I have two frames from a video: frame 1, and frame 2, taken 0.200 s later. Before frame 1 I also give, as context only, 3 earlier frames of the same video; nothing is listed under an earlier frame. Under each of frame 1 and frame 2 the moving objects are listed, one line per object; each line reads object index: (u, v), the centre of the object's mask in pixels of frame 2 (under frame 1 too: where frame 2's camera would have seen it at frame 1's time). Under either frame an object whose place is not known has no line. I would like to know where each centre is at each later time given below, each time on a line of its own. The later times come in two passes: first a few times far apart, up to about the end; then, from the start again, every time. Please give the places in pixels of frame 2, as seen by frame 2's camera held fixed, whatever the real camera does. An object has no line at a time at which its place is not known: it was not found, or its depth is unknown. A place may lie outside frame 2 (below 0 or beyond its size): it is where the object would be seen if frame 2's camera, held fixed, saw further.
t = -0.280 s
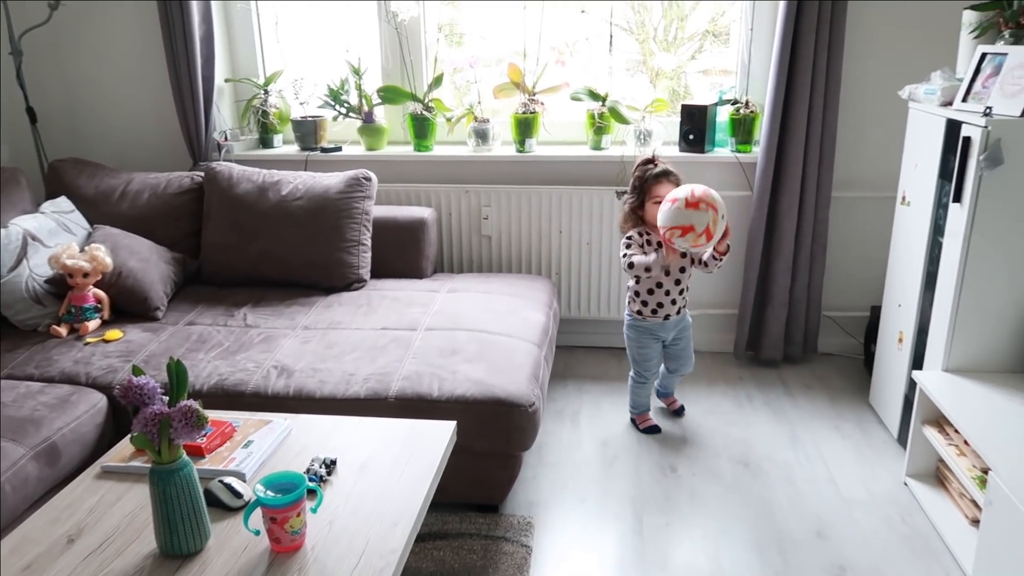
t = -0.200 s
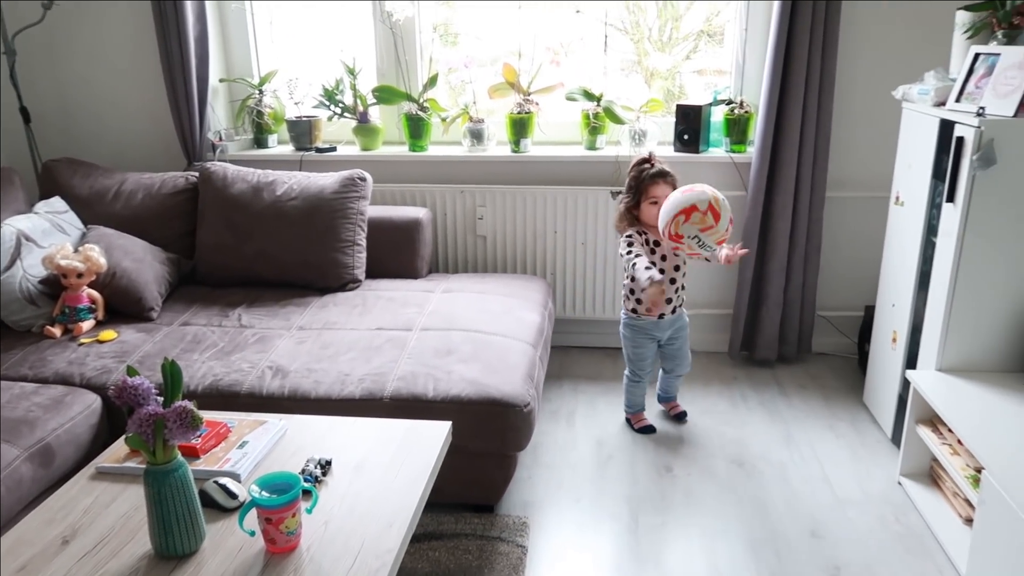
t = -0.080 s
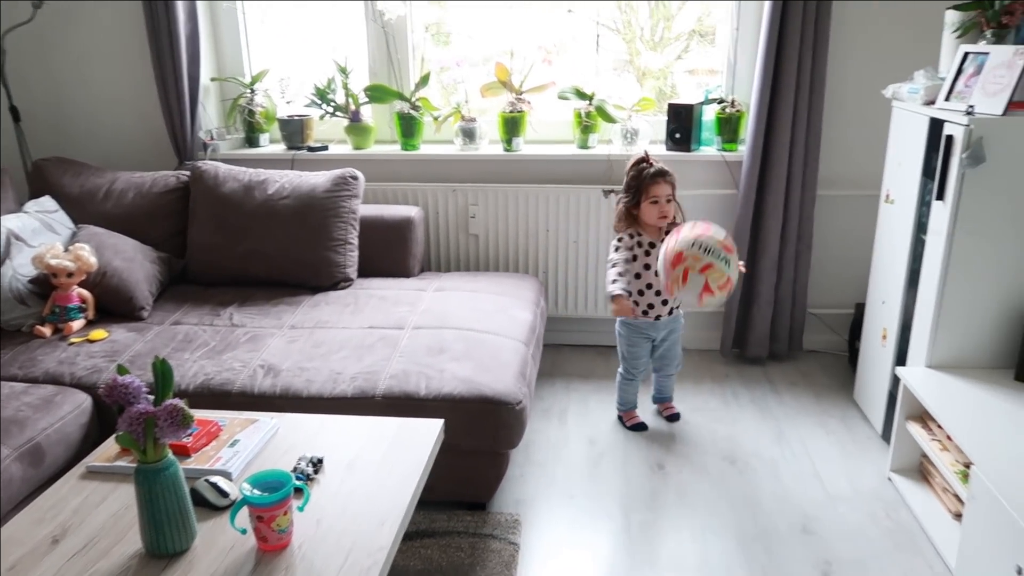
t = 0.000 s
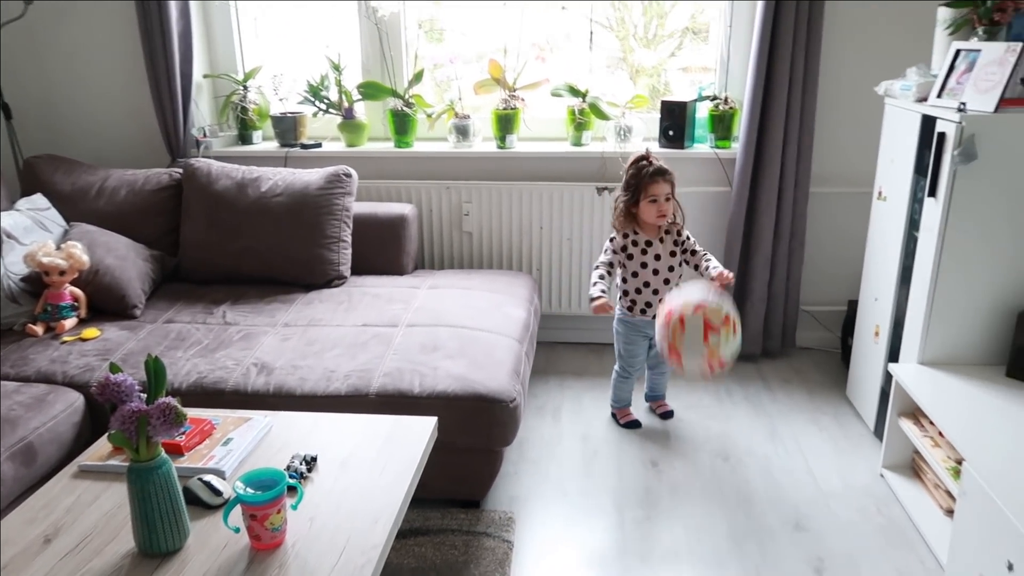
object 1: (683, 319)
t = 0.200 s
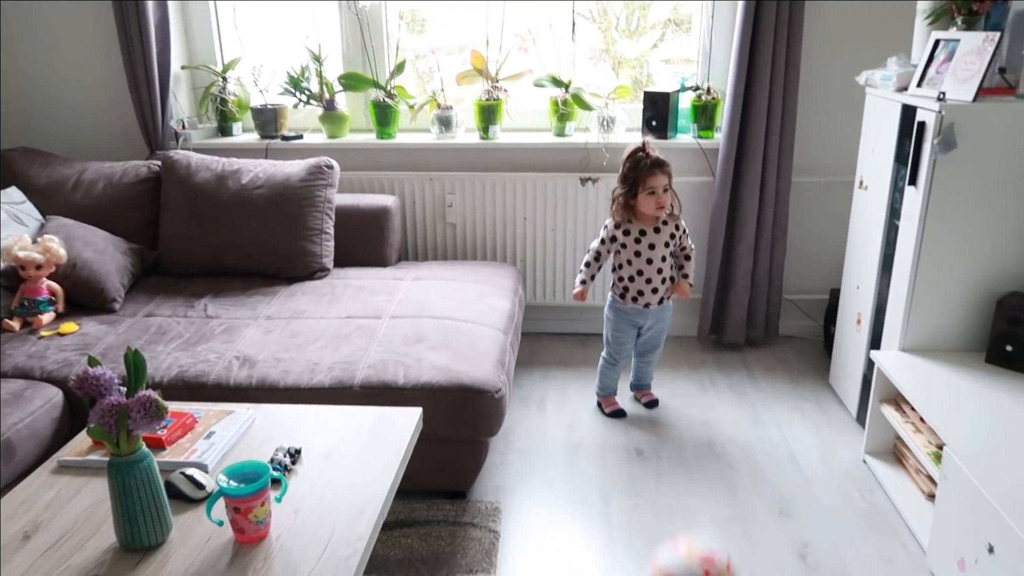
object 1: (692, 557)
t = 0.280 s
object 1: (700, 523)
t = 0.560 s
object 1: (707, 487)
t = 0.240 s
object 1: (697, 545)
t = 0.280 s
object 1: (700, 523)
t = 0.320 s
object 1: (703, 501)
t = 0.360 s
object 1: (705, 484)
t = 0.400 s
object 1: (706, 472)
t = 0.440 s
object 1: (707, 466)
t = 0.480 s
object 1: (708, 466)
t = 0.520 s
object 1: (708, 473)
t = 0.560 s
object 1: (707, 487)
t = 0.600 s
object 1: (706, 508)
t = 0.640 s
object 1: (704, 537)
